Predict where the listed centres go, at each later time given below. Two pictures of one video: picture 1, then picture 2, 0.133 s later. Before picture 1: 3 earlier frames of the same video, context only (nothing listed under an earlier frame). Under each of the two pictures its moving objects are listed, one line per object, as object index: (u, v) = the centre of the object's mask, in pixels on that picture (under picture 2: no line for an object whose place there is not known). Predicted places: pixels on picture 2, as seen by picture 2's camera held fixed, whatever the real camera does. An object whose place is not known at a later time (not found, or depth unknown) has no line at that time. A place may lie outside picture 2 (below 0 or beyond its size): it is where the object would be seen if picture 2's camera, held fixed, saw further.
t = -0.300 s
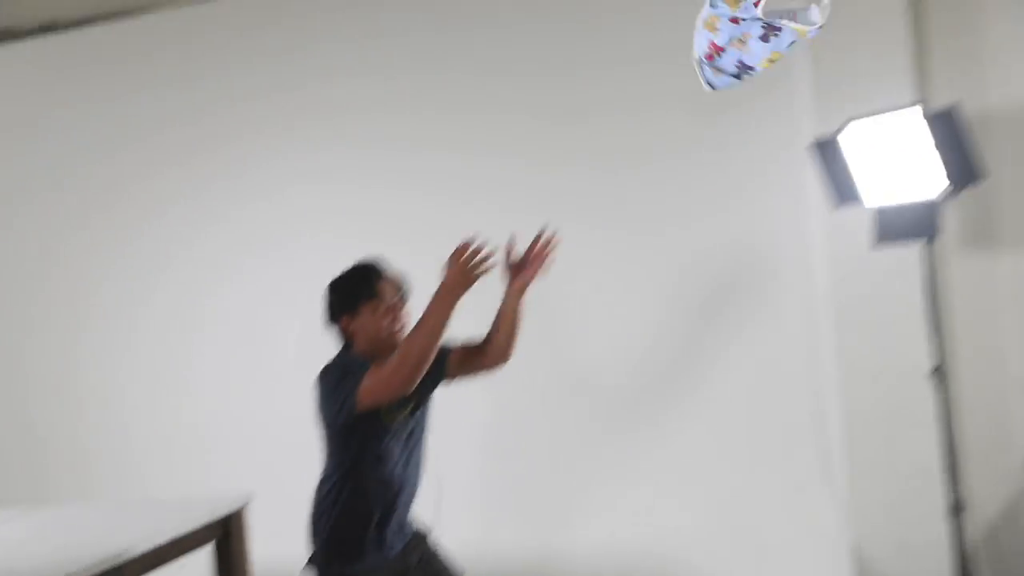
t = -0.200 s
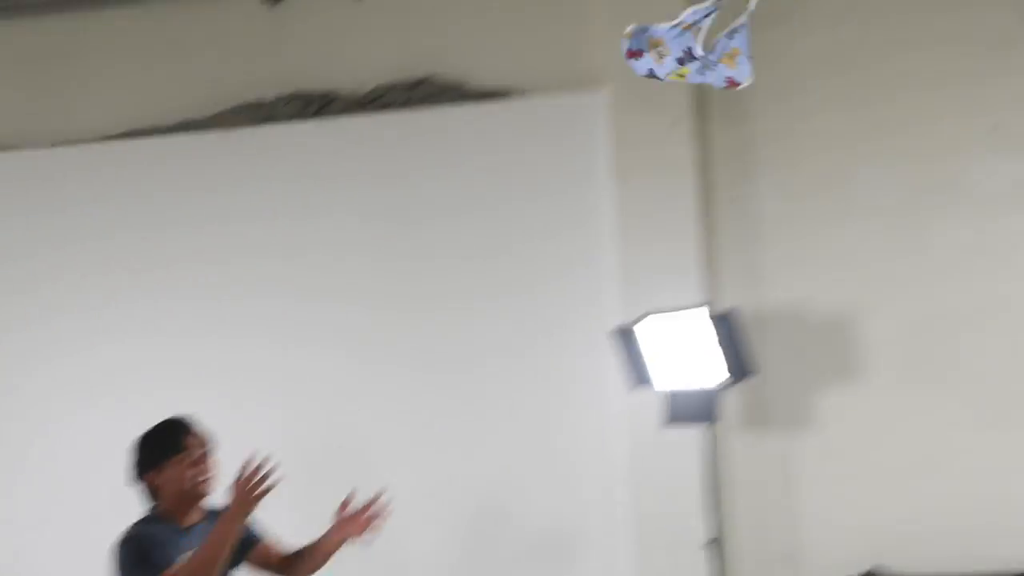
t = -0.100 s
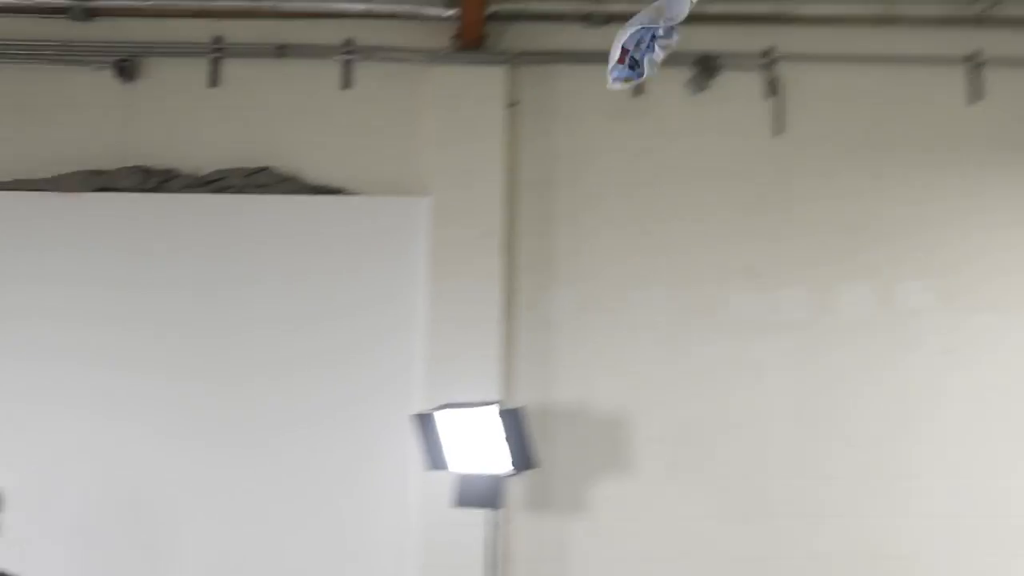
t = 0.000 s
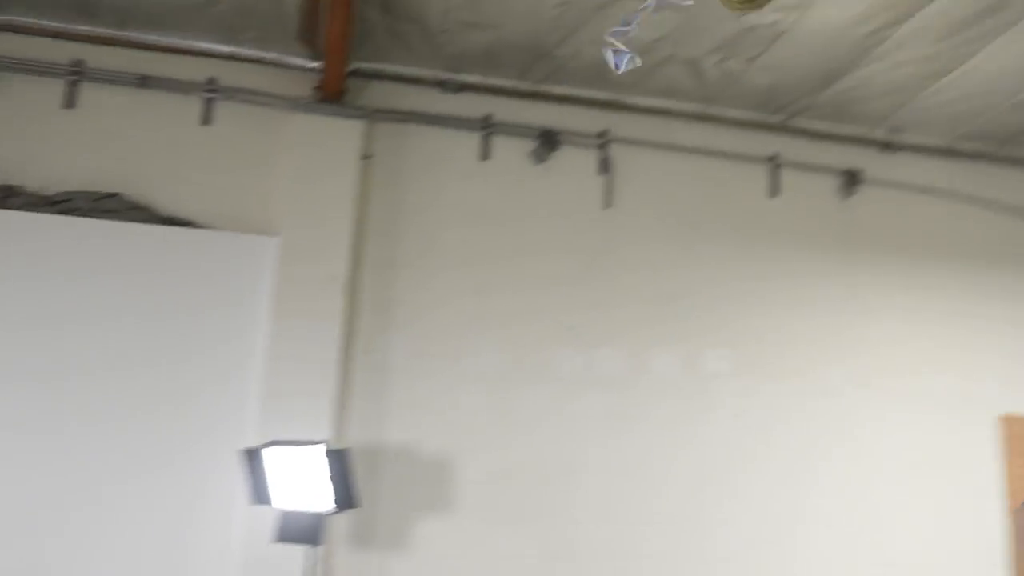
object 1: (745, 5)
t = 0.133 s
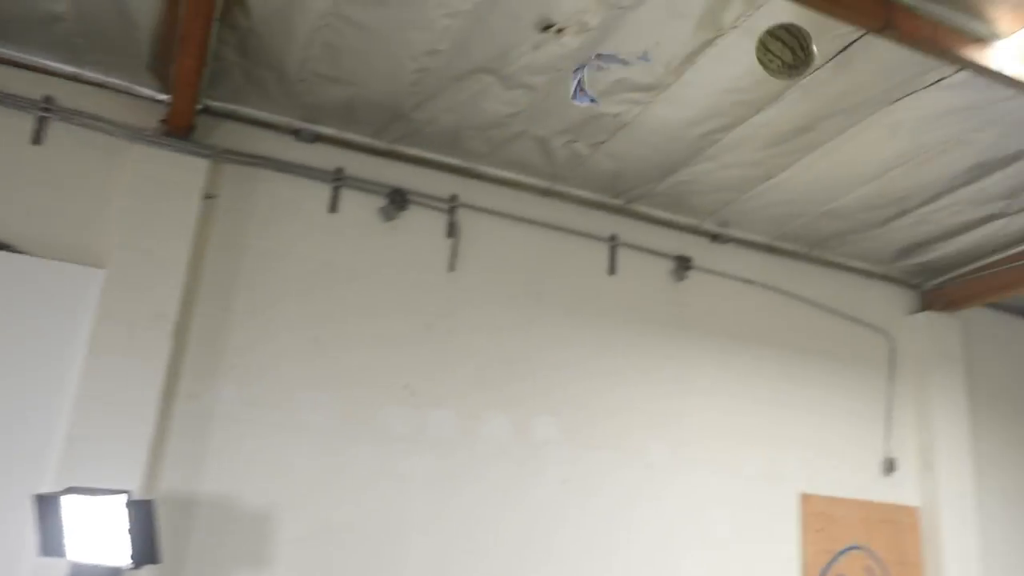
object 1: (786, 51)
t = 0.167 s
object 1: (832, 53)
